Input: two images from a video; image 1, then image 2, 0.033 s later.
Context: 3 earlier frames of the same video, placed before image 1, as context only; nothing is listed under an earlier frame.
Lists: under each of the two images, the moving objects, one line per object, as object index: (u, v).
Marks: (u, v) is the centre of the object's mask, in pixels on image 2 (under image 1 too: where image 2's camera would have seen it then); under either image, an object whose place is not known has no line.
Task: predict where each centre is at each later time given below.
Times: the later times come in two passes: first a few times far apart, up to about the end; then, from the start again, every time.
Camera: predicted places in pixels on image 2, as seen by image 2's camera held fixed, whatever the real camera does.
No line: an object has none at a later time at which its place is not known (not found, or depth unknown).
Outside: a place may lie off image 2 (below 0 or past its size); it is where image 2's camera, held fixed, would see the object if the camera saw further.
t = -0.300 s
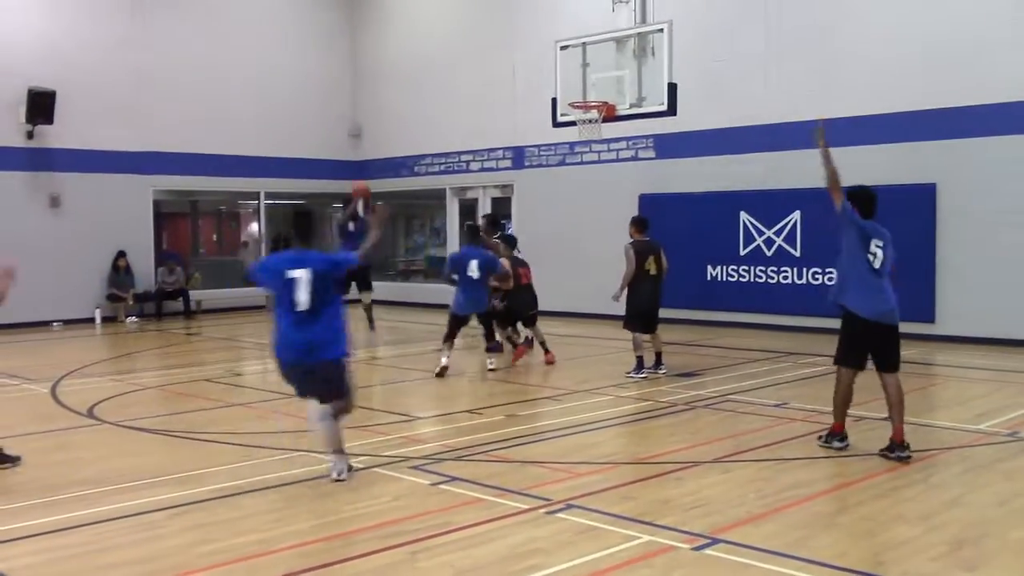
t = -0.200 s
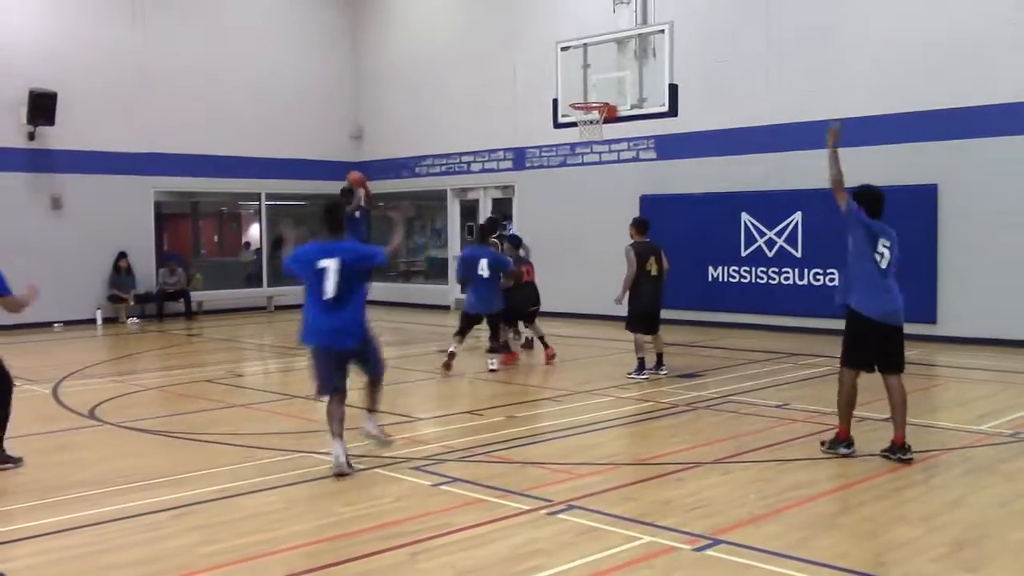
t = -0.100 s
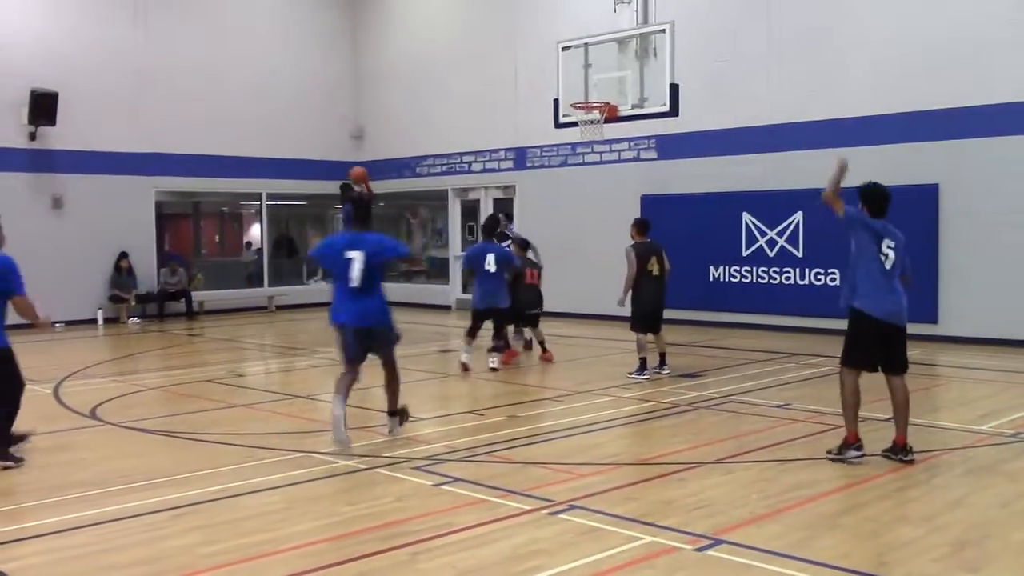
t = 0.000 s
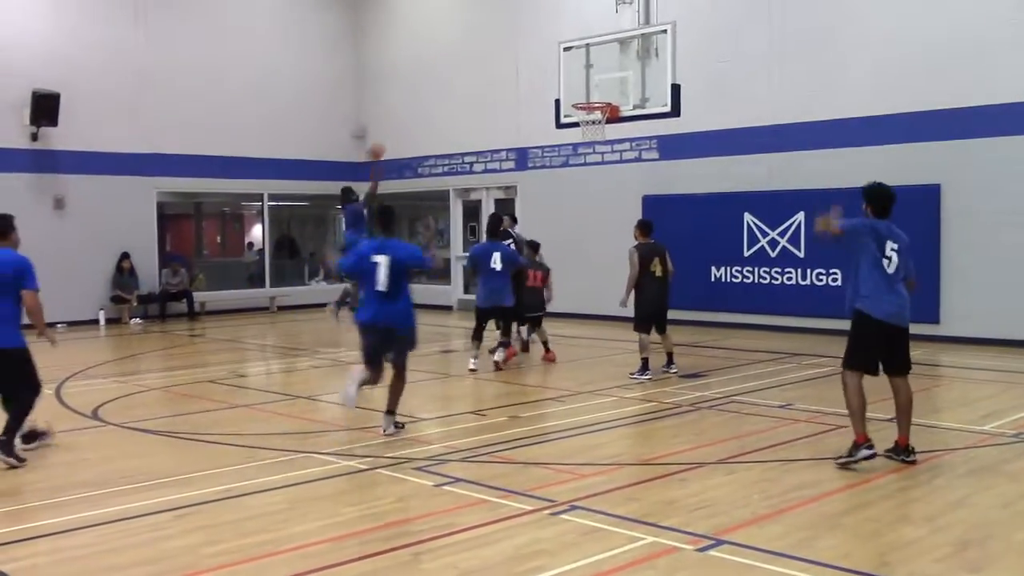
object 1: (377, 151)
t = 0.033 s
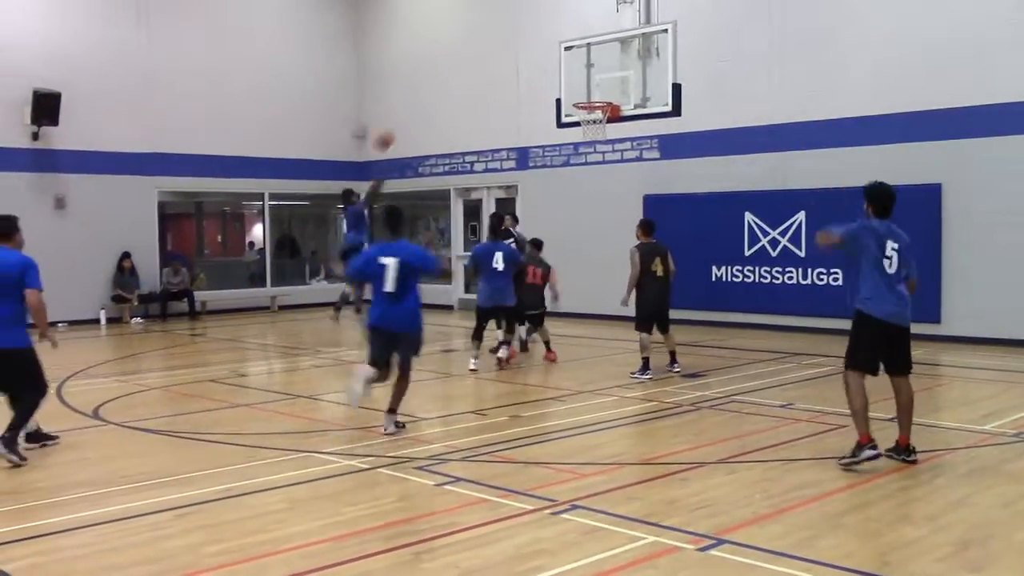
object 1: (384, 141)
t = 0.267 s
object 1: (449, 79)
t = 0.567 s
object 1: (537, 58)
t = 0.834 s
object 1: (572, 92)
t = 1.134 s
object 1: (515, 79)
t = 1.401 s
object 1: (460, 116)
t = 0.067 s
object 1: (393, 129)
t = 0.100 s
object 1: (402, 119)
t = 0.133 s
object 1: (412, 109)
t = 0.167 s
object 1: (421, 101)
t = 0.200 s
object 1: (430, 93)
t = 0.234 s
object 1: (440, 86)
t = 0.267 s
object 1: (449, 79)
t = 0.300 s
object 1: (458, 73)
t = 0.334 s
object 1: (468, 69)
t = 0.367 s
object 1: (477, 65)
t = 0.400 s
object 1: (487, 62)
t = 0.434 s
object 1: (496, 60)
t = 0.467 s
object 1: (507, 58)
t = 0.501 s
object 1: (517, 57)
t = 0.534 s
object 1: (527, 57)
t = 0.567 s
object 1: (537, 58)
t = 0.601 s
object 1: (547, 60)
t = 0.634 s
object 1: (557, 63)
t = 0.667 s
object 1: (562, 66)
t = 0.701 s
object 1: (563, 69)
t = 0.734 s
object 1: (566, 73)
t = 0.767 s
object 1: (568, 79)
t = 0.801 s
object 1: (570, 85)
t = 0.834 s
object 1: (572, 92)
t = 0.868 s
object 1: (572, 98)
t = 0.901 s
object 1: (566, 93)
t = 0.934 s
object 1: (558, 89)
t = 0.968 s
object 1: (551, 85)
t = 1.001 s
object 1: (544, 82)
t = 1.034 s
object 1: (536, 80)
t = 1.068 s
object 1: (530, 78)
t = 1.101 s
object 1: (522, 78)
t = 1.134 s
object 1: (515, 79)
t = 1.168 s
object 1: (509, 80)
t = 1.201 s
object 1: (501, 83)
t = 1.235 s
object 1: (494, 86)
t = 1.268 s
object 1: (488, 90)
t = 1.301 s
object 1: (480, 95)
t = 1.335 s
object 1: (473, 101)
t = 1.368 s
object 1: (466, 108)
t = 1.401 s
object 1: (460, 116)
